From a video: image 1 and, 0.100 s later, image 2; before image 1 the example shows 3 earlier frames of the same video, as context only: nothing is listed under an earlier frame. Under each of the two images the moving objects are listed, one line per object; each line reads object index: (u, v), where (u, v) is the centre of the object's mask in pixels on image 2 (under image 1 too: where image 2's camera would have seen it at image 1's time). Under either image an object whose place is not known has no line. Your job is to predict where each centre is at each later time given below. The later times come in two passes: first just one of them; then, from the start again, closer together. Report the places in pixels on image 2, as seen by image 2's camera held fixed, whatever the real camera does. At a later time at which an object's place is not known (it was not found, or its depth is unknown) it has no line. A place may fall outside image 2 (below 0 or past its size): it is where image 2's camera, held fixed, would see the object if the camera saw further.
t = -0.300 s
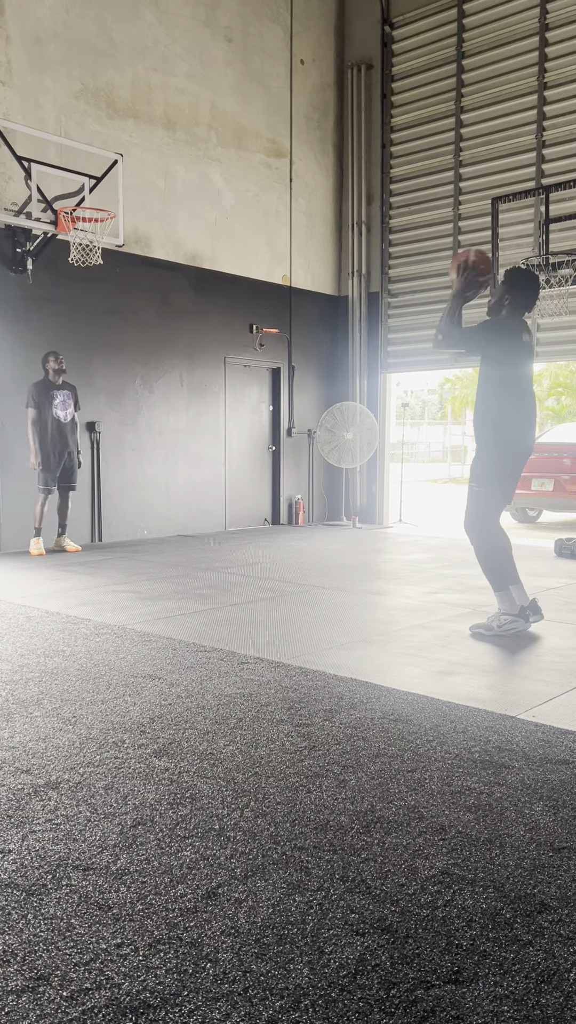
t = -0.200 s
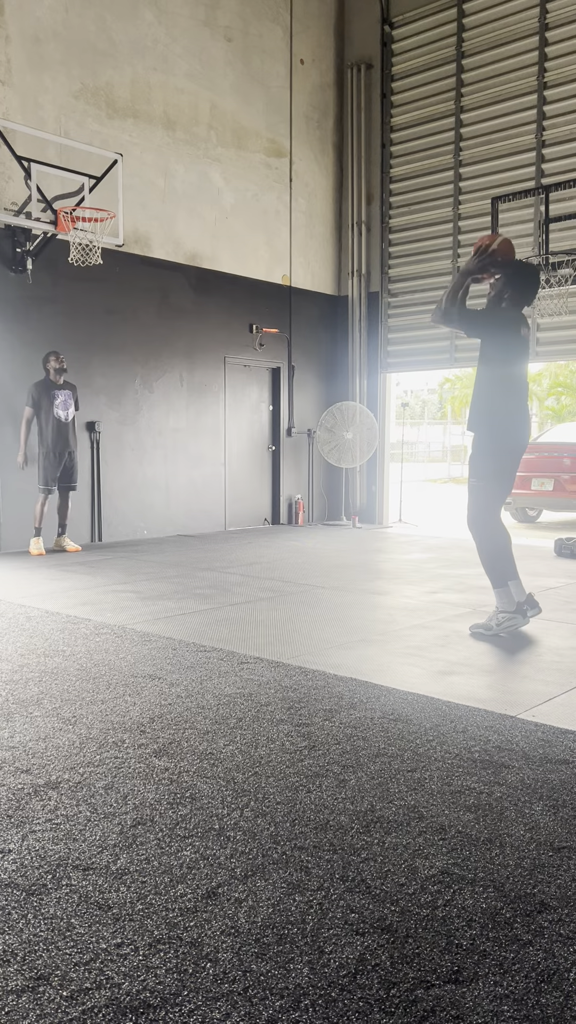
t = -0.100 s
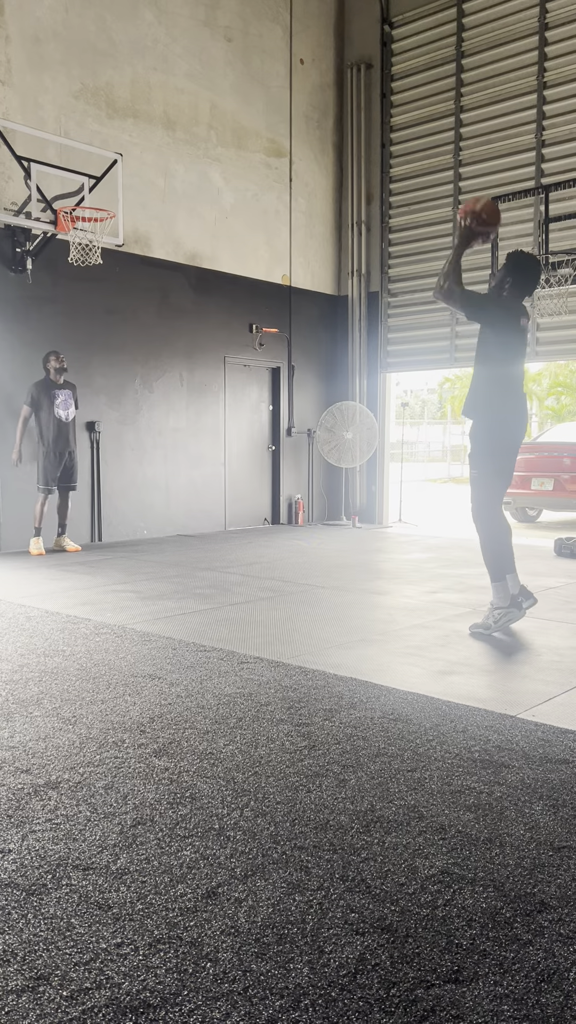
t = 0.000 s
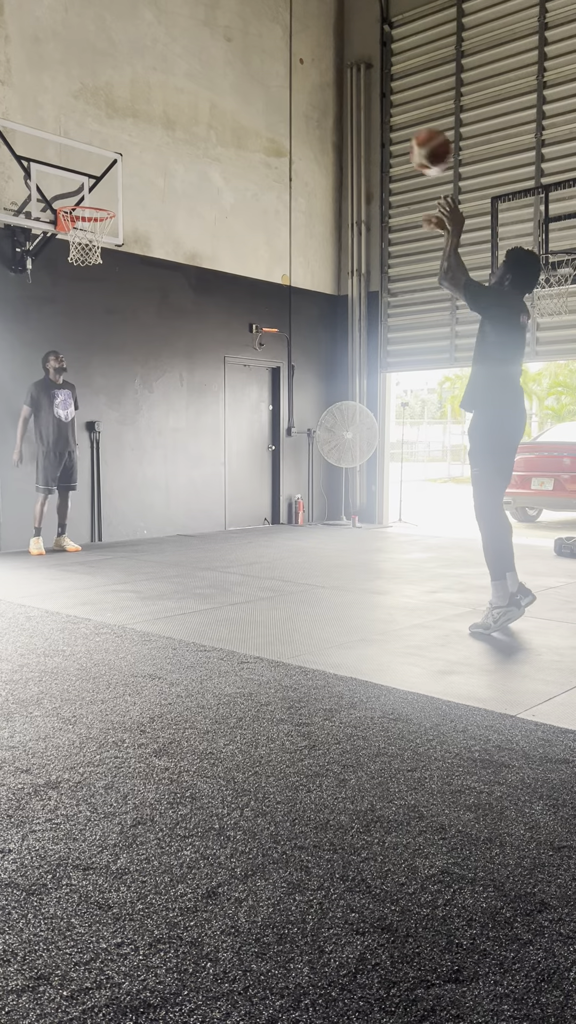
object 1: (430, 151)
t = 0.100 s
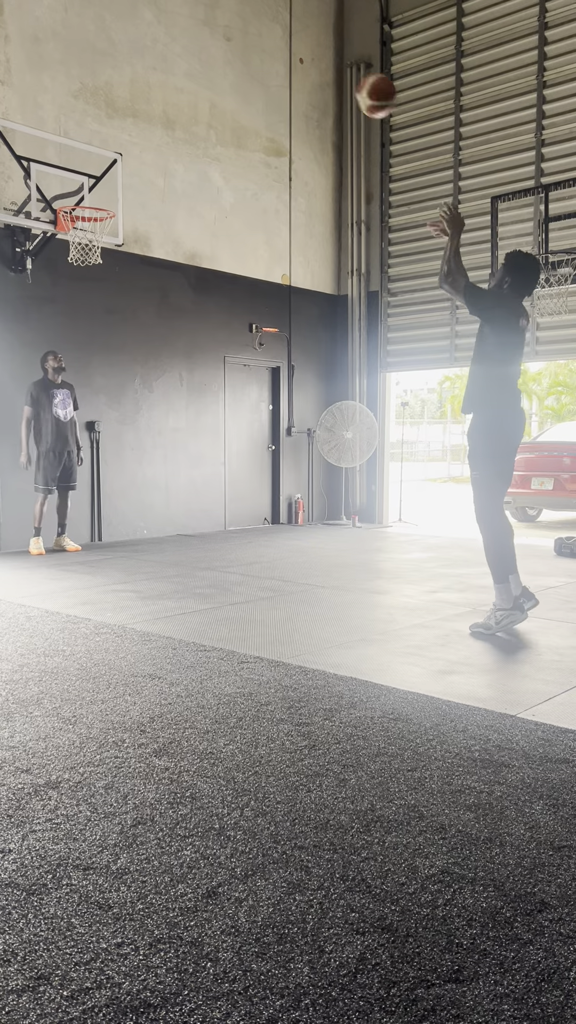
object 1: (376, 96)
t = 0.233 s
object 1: (313, 54)
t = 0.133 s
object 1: (359, 82)
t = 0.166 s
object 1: (343, 71)
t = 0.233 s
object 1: (313, 54)
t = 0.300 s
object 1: (284, 46)
